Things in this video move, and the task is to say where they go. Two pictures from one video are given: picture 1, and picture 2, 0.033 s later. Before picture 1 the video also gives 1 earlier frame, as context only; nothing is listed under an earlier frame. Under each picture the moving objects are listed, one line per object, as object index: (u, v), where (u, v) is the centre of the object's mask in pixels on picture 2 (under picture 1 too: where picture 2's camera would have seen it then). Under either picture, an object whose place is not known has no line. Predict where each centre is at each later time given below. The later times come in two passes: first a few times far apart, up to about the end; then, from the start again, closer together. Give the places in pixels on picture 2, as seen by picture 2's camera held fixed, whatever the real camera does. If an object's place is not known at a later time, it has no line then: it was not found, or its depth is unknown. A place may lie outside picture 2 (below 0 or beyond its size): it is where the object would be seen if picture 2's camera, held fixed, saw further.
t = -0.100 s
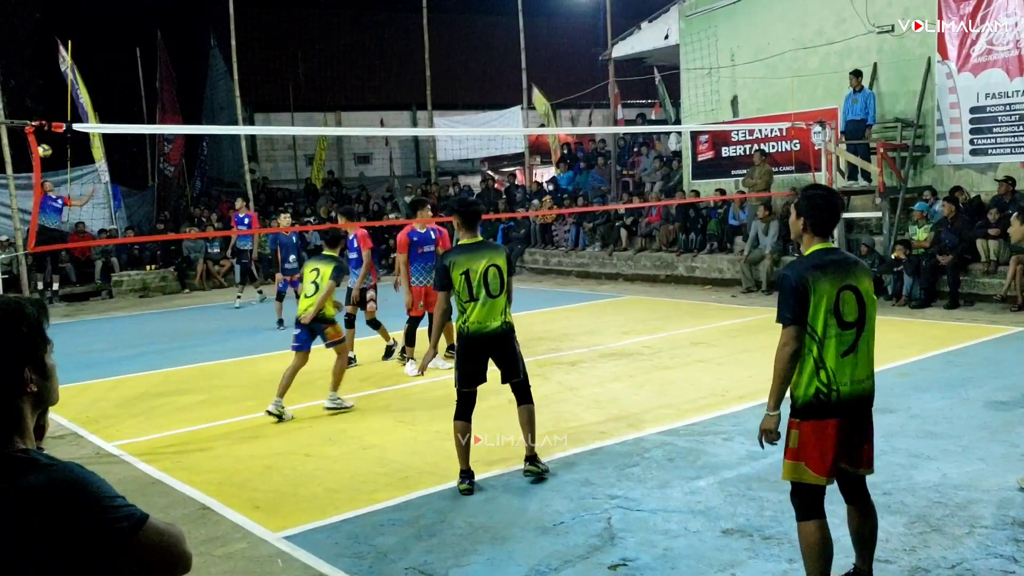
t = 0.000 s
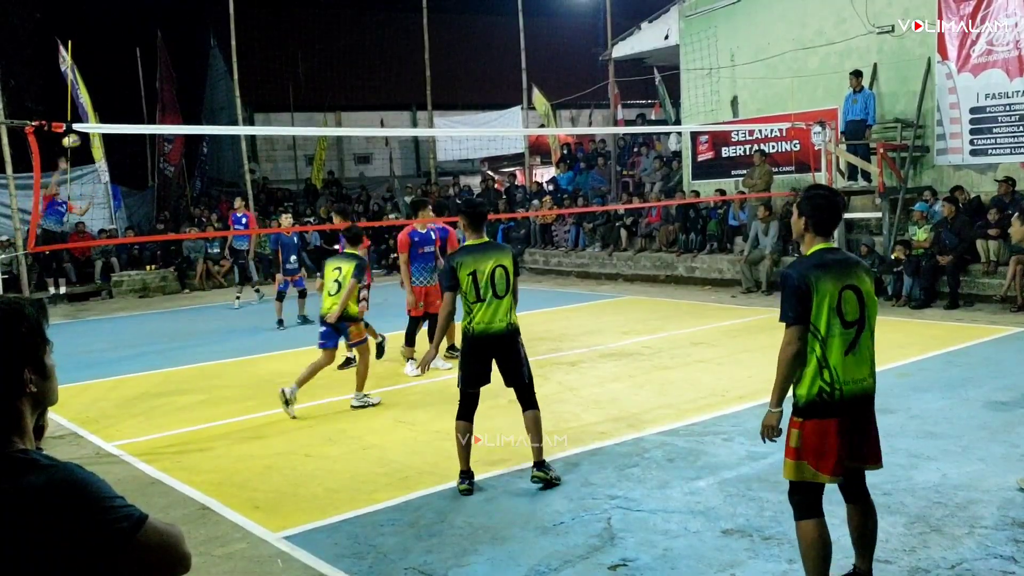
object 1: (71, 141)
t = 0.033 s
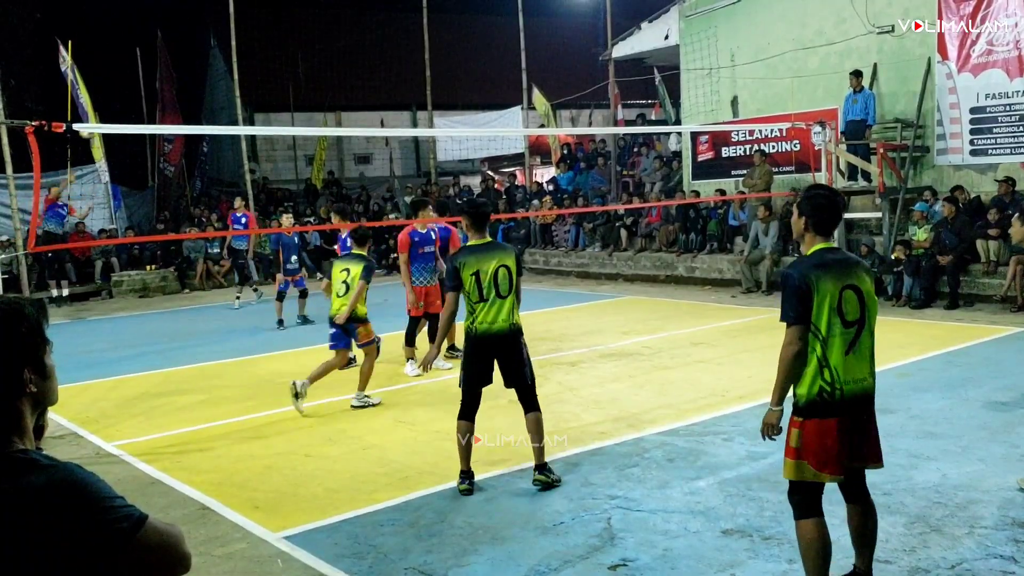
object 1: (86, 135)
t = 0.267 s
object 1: (225, 77)
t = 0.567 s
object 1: (477, 65)
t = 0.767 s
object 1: (700, 116)
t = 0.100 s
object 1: (124, 114)
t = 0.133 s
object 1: (142, 106)
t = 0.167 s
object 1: (162, 98)
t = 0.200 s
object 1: (183, 90)
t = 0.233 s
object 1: (204, 83)
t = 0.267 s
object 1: (225, 77)
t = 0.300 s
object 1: (250, 72)
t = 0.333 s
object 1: (275, 67)
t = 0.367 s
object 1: (300, 64)
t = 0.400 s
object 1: (327, 61)
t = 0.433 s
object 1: (355, 60)
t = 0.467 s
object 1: (383, 59)
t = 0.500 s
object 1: (414, 60)
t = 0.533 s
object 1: (446, 61)
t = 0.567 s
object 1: (477, 65)
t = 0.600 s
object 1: (509, 70)
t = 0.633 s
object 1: (547, 76)
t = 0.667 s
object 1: (580, 83)
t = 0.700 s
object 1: (620, 92)
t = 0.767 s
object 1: (700, 116)
